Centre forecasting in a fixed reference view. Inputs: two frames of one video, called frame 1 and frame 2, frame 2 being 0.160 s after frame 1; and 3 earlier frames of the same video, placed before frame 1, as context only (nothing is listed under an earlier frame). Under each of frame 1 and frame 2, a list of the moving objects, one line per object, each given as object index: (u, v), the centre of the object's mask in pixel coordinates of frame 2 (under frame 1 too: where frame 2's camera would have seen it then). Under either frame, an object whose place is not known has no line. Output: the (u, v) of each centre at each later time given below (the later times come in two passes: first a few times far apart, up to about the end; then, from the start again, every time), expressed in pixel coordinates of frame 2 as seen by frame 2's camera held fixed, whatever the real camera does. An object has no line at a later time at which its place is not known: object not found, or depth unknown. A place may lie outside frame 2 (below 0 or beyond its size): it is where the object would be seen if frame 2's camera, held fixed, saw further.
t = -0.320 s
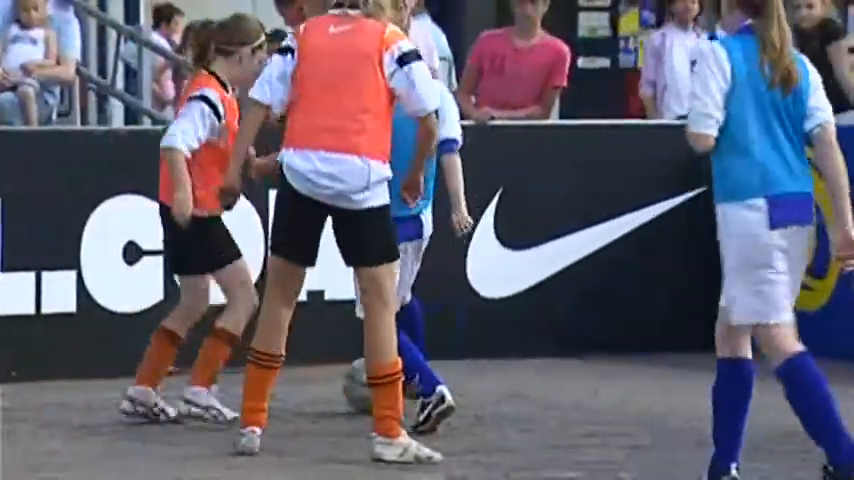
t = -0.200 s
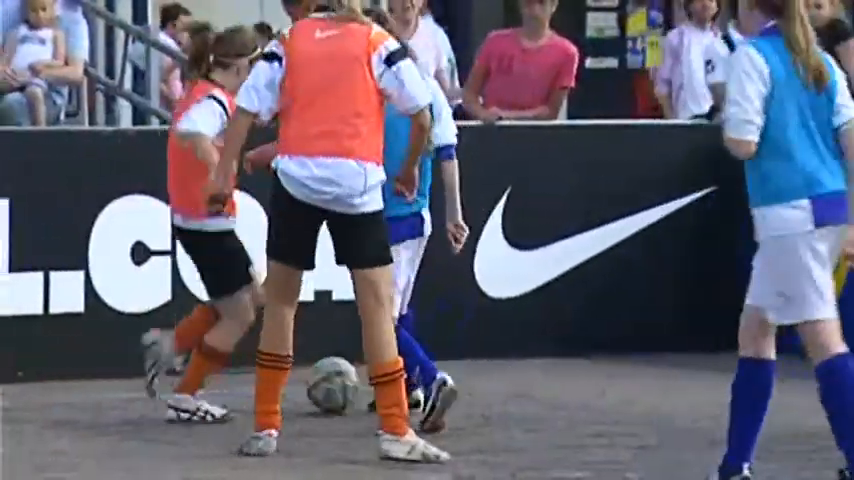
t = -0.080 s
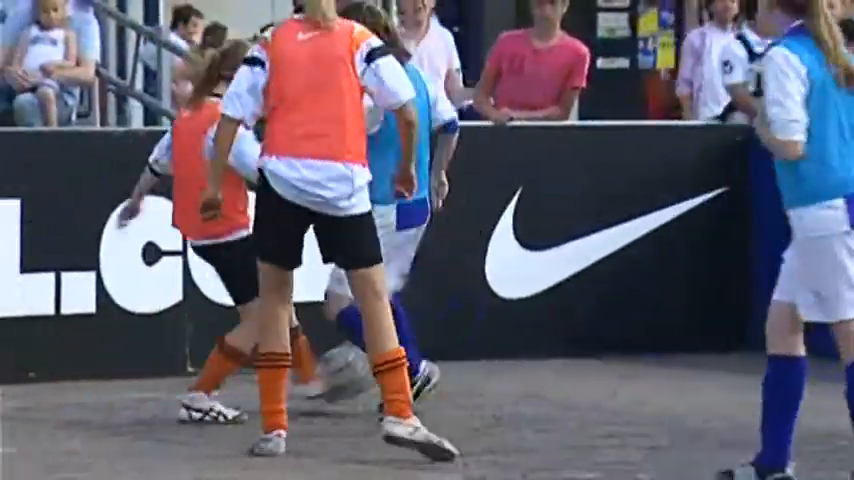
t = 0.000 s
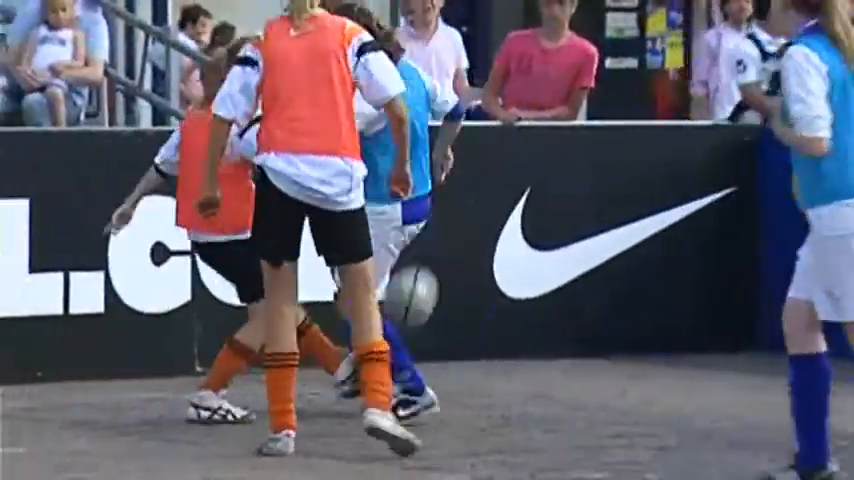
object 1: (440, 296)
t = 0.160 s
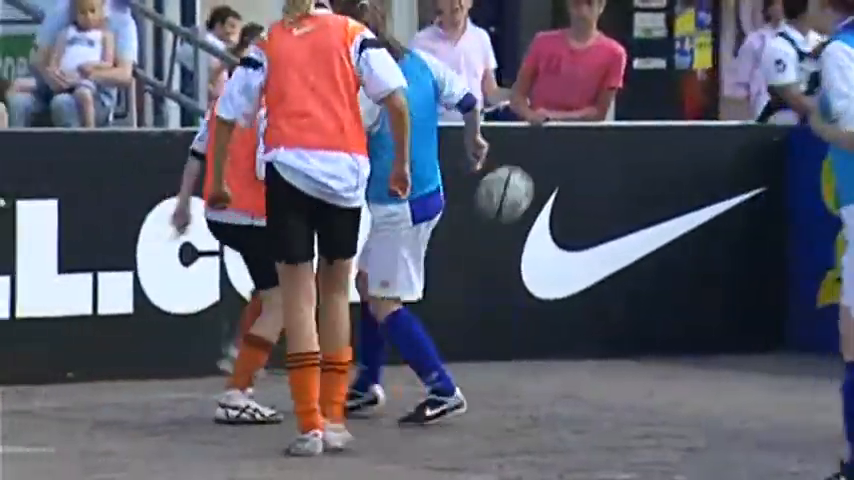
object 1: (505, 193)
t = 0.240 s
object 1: (536, 168)
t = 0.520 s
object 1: (645, 206)
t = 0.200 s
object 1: (522, 178)
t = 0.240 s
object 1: (536, 168)
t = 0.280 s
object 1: (553, 161)
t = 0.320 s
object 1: (568, 160)
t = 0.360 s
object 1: (584, 161)
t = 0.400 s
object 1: (600, 166)
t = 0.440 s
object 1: (615, 176)
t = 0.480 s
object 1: (630, 190)
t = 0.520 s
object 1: (645, 206)
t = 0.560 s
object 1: (661, 229)
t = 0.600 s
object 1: (676, 257)
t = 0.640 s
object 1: (690, 285)
